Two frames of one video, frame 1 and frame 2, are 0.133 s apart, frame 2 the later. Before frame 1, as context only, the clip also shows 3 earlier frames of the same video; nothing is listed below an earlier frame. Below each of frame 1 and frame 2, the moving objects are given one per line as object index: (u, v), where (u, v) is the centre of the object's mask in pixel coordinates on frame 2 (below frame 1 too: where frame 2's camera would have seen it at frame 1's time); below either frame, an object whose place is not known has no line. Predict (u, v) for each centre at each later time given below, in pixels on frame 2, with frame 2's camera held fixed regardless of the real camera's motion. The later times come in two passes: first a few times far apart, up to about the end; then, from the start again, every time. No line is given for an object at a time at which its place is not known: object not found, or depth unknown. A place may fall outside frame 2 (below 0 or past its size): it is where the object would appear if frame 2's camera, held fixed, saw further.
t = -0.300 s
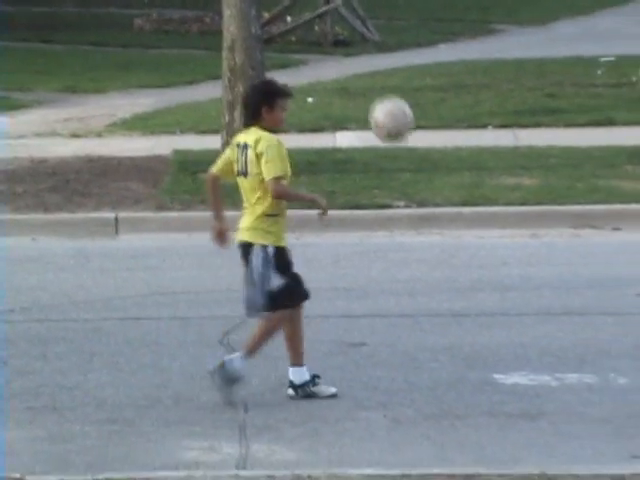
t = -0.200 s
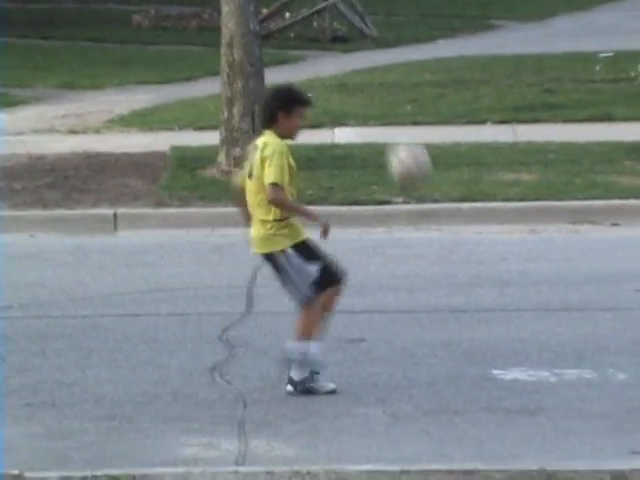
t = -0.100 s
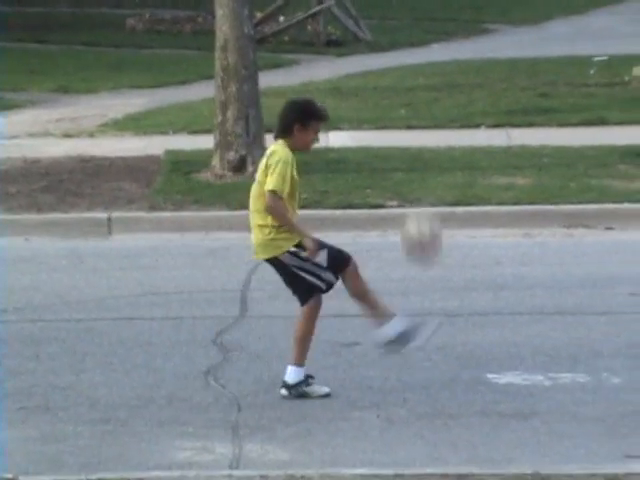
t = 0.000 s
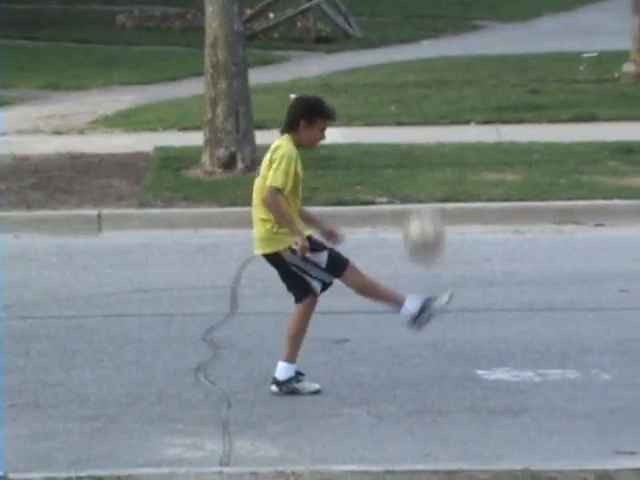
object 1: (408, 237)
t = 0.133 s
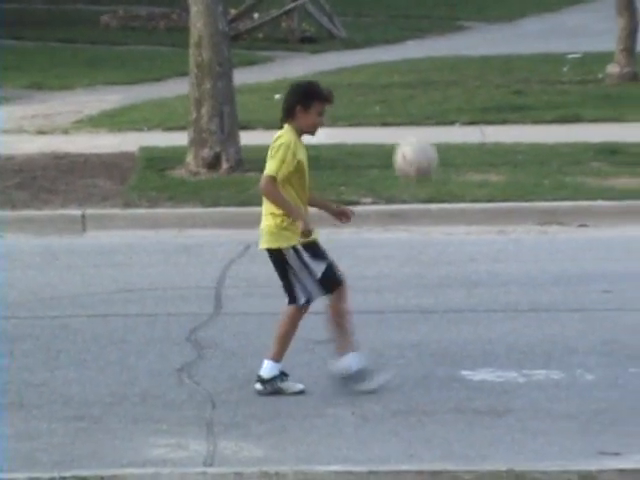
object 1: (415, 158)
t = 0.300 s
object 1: (426, 114)
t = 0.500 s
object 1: (442, 135)
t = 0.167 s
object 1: (416, 143)
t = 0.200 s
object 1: (419, 133)
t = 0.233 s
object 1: (421, 125)
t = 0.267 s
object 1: (424, 118)
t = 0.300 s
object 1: (426, 114)
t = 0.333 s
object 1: (428, 112)
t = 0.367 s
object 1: (431, 112)
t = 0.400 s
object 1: (434, 115)
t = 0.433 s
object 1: (436, 120)
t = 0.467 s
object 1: (439, 127)
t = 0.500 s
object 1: (442, 135)
